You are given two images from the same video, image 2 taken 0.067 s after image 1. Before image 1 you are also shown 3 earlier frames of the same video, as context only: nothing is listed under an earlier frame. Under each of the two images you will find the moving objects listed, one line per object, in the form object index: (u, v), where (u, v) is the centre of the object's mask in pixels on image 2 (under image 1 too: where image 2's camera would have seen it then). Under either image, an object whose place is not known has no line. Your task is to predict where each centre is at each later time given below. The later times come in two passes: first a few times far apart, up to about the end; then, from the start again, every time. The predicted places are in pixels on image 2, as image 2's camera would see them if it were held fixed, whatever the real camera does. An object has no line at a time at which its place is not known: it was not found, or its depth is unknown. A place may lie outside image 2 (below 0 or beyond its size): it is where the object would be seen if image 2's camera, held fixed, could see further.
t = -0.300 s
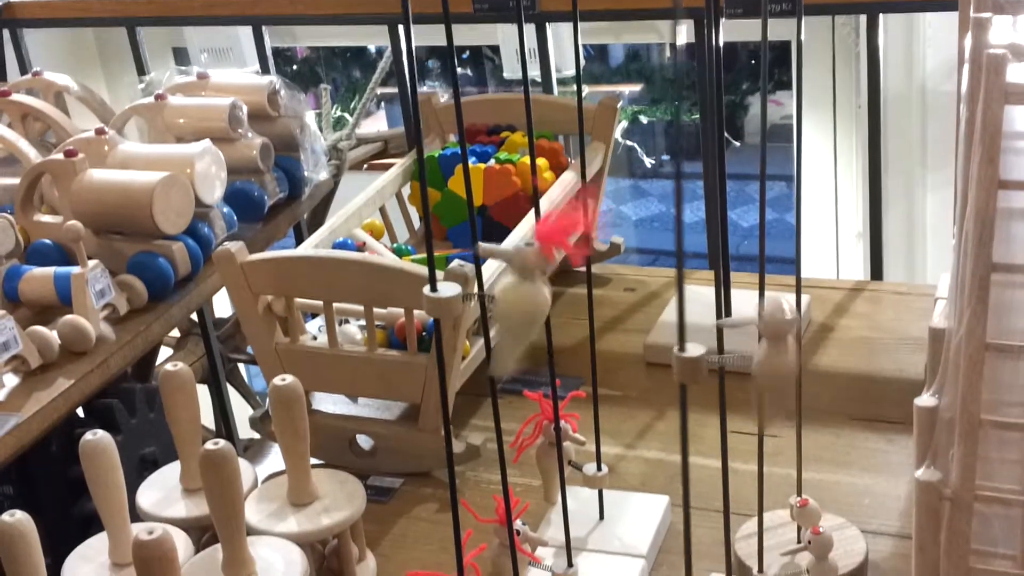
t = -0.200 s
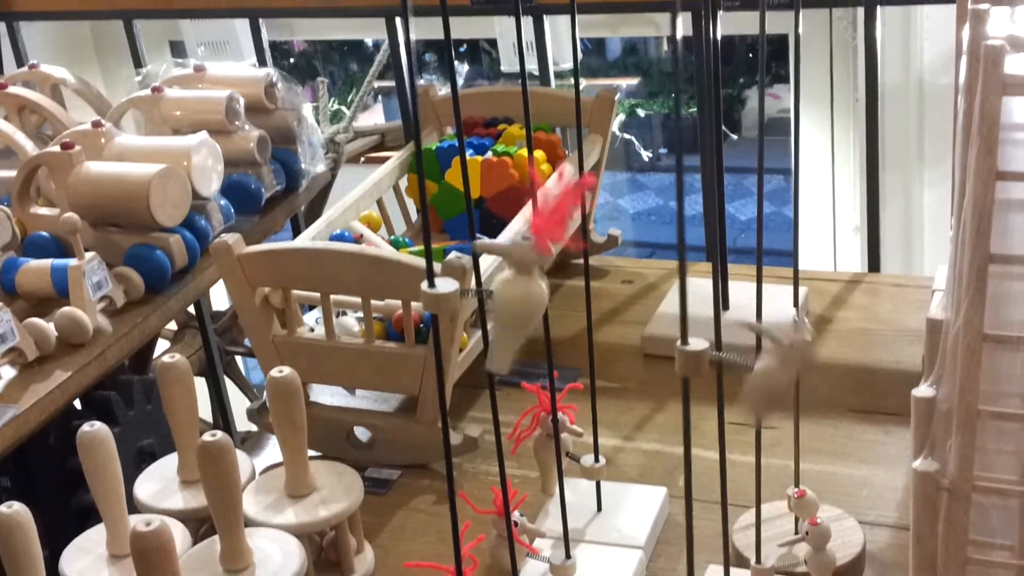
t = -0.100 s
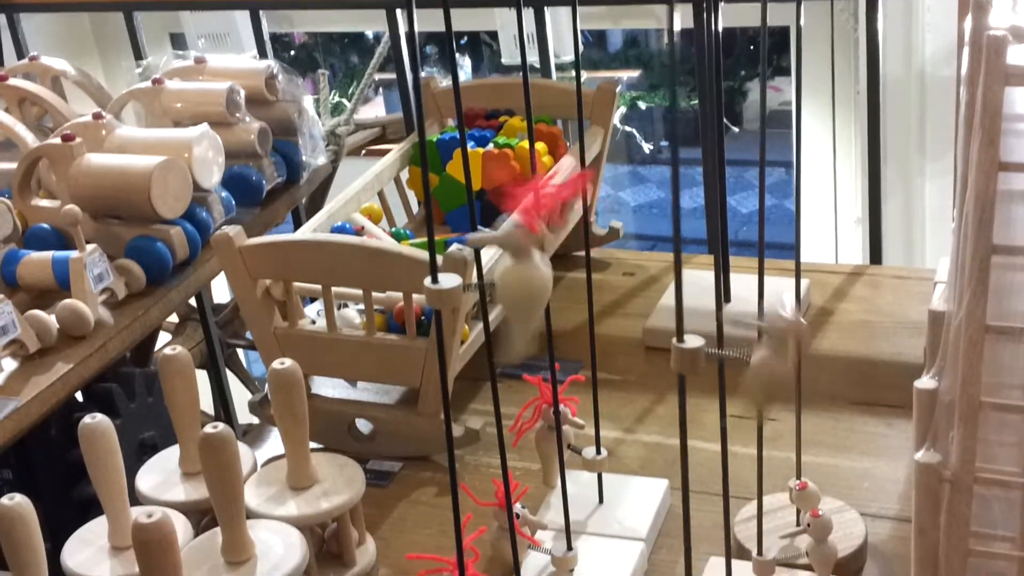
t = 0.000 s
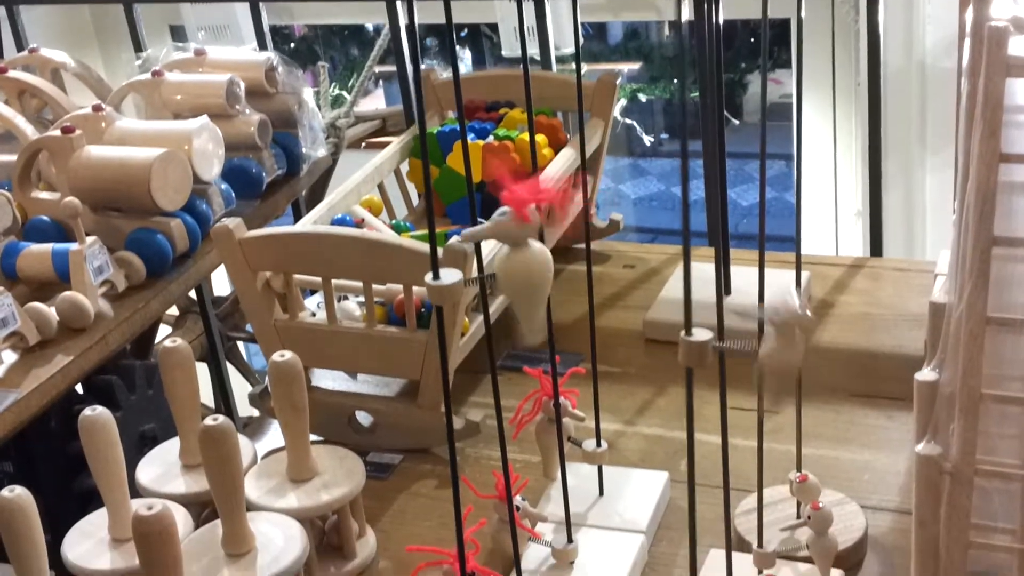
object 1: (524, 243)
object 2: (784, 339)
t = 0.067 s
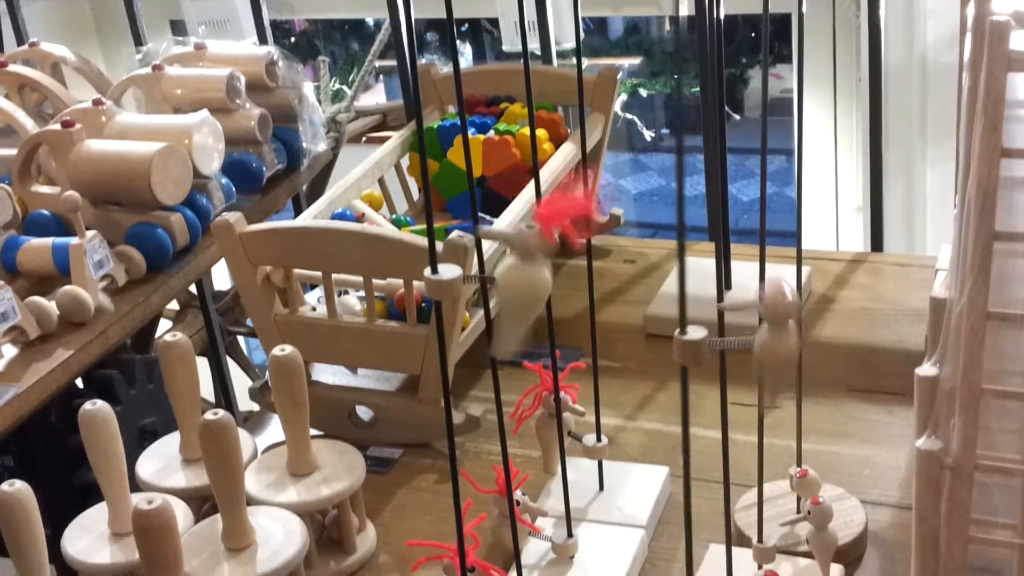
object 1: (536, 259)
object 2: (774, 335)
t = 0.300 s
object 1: (536, 263)
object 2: (771, 376)
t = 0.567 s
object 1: (533, 274)
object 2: (782, 353)
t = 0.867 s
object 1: (523, 269)
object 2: (768, 402)
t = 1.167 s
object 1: (534, 289)
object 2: (775, 372)
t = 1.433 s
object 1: (524, 289)
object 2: (775, 414)
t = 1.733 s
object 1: (523, 289)
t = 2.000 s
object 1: (524, 305)
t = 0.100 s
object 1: (528, 251)
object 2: (769, 360)
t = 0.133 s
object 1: (524, 249)
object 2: (768, 376)
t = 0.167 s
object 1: (532, 262)
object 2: (781, 356)
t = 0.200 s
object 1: (536, 262)
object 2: (780, 338)
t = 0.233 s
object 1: (524, 254)
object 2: (775, 337)
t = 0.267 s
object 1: (527, 255)
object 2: (776, 352)
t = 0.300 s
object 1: (536, 263)
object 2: (771, 376)
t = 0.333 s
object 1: (531, 265)
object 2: (773, 378)
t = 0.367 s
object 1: (523, 258)
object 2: (784, 352)
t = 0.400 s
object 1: (529, 267)
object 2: (777, 344)
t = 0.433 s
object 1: (532, 275)
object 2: (774, 348)
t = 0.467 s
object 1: (528, 262)
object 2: (770, 373)
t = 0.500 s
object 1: (523, 257)
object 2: (769, 390)
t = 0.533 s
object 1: (534, 268)
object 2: (780, 370)
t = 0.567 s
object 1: (533, 274)
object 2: (782, 353)
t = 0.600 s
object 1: (523, 255)
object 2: (775, 351)
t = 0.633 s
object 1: (526, 255)
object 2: (775, 364)
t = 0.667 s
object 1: (536, 272)
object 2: (770, 390)
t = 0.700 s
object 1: (531, 274)
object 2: (772, 391)
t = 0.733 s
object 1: (521, 266)
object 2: (782, 366)
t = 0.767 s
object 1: (534, 268)
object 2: (778, 359)
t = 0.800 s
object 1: (533, 282)
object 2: (773, 363)
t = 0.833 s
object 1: (527, 274)
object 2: (771, 386)
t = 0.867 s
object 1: (523, 269)
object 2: (768, 402)
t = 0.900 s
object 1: (534, 277)
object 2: (781, 382)
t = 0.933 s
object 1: (532, 284)
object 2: (780, 364)
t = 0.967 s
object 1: (528, 276)
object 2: (775, 361)
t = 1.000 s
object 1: (531, 274)
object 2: (773, 375)
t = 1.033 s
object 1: (531, 294)
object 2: (771, 400)
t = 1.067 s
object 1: (528, 281)
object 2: (774, 399)
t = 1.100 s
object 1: (524, 278)
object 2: (781, 375)
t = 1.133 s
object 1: (532, 280)
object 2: (778, 368)
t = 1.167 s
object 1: (534, 289)
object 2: (775, 372)
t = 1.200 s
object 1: (527, 284)
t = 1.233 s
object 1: (527, 276)
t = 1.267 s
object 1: (532, 288)
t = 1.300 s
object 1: (531, 289)
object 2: (780, 373)
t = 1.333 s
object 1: (525, 285)
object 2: (775, 371)
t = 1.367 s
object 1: (529, 279)
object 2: (777, 387)
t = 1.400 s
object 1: (534, 287)
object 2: (772, 413)
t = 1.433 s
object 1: (524, 289)
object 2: (775, 414)
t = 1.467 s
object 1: (519, 288)
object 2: (782, 386)
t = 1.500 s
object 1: (529, 285)
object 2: (778, 380)
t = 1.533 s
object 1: (532, 293)
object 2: (775, 384)
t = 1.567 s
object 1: (522, 292)
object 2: (771, 408)
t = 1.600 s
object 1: (519, 288)
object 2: (769, 425)
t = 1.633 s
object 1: (530, 294)
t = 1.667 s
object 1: (527, 294)
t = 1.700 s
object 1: (520, 292)
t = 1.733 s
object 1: (523, 289)
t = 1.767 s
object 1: (529, 301)
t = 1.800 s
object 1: (522, 299)
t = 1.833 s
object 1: (516, 297)
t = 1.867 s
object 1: (521, 301)
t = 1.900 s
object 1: (522, 307)
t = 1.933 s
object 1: (518, 301)
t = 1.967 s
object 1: (515, 301)
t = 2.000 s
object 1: (524, 305)
